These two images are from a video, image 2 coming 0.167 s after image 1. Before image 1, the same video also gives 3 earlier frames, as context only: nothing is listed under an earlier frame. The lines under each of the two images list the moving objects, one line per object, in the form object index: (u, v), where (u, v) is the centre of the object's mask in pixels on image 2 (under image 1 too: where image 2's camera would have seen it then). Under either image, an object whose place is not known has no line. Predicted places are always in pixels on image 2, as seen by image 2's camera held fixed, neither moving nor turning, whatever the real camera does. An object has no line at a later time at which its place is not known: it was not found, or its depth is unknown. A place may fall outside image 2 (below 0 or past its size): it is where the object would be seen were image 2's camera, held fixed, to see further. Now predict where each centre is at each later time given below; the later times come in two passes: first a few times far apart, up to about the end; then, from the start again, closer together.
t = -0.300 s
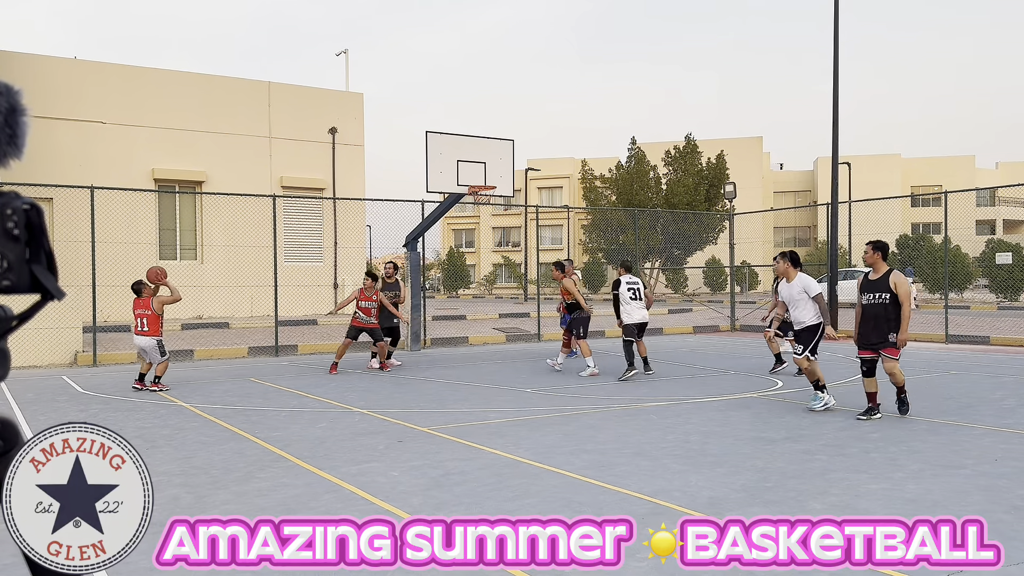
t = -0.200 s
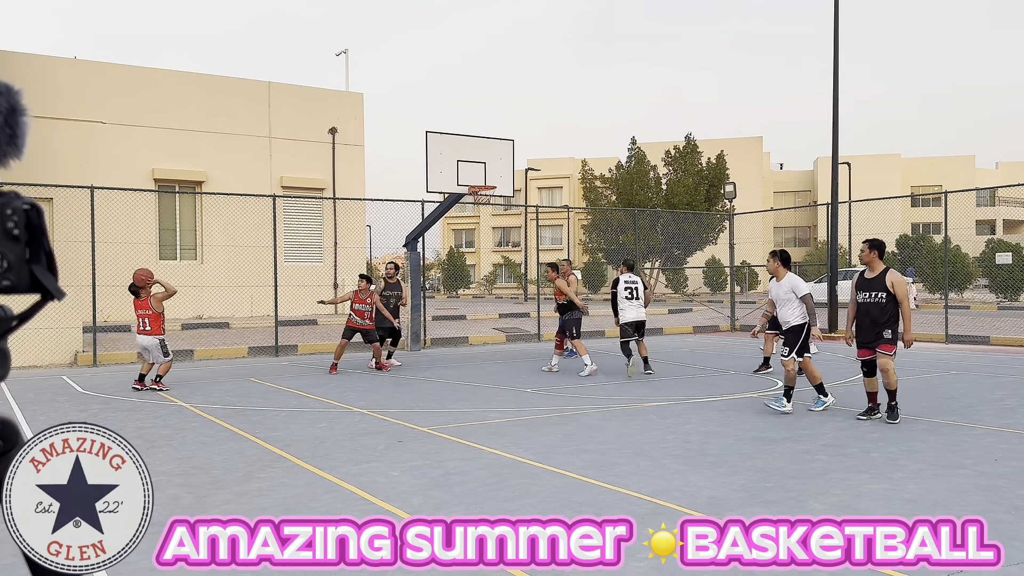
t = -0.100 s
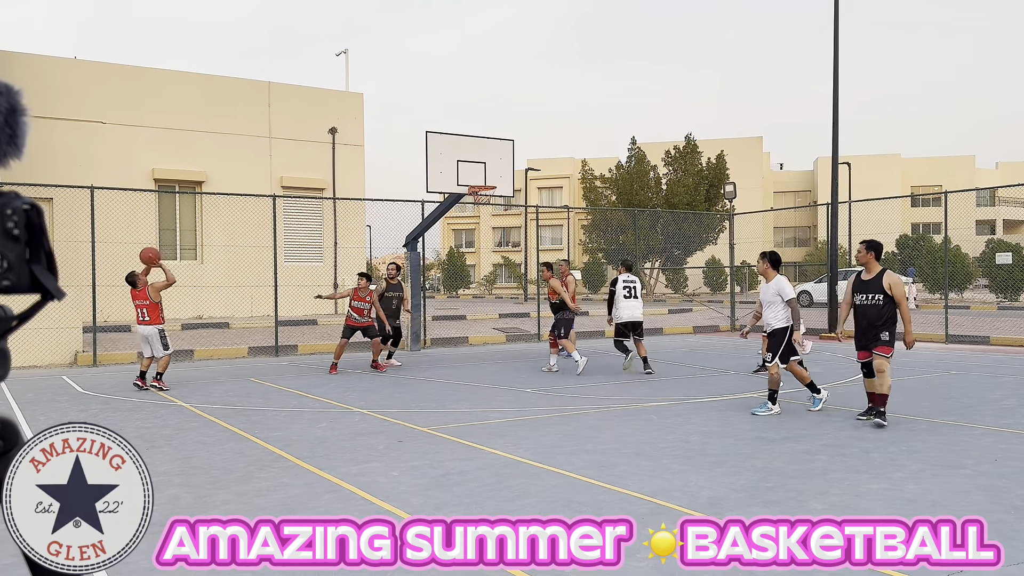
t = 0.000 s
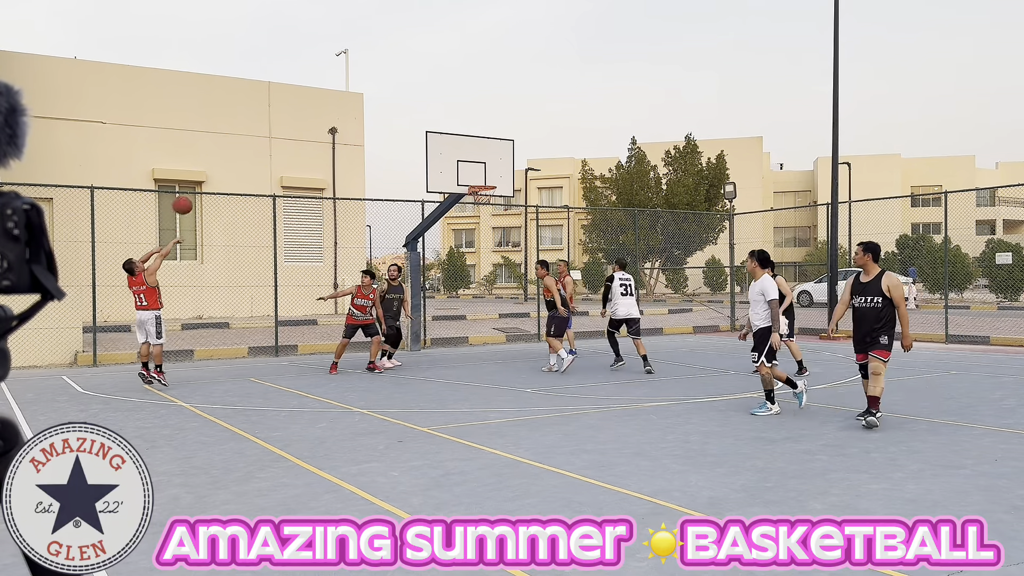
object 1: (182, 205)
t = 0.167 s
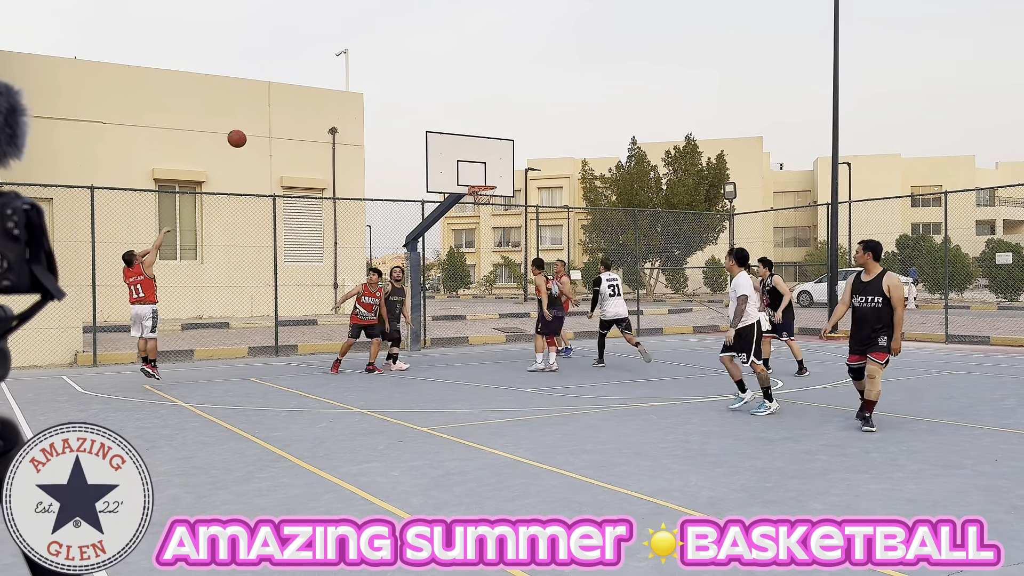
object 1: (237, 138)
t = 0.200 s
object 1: (247, 128)
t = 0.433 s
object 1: (314, 84)
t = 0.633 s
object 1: (365, 78)
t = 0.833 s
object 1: (412, 99)
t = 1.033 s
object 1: (453, 141)
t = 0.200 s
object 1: (247, 128)
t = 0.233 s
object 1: (257, 119)
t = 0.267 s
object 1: (267, 111)
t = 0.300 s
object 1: (277, 104)
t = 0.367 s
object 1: (296, 92)
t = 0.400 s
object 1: (305, 87)
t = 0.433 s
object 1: (314, 84)
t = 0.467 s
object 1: (323, 81)
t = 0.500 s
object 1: (332, 79)
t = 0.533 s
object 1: (341, 77)
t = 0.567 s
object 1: (349, 77)
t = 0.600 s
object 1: (357, 77)
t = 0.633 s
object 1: (365, 78)
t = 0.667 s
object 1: (373, 80)
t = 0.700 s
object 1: (381, 82)
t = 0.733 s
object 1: (389, 86)
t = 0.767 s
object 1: (397, 89)
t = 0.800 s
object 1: (404, 94)
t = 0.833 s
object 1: (412, 99)
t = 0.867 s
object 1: (419, 104)
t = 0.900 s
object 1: (426, 110)
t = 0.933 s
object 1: (433, 117)
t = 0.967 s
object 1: (440, 125)
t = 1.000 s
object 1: (446, 133)
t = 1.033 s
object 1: (453, 141)
